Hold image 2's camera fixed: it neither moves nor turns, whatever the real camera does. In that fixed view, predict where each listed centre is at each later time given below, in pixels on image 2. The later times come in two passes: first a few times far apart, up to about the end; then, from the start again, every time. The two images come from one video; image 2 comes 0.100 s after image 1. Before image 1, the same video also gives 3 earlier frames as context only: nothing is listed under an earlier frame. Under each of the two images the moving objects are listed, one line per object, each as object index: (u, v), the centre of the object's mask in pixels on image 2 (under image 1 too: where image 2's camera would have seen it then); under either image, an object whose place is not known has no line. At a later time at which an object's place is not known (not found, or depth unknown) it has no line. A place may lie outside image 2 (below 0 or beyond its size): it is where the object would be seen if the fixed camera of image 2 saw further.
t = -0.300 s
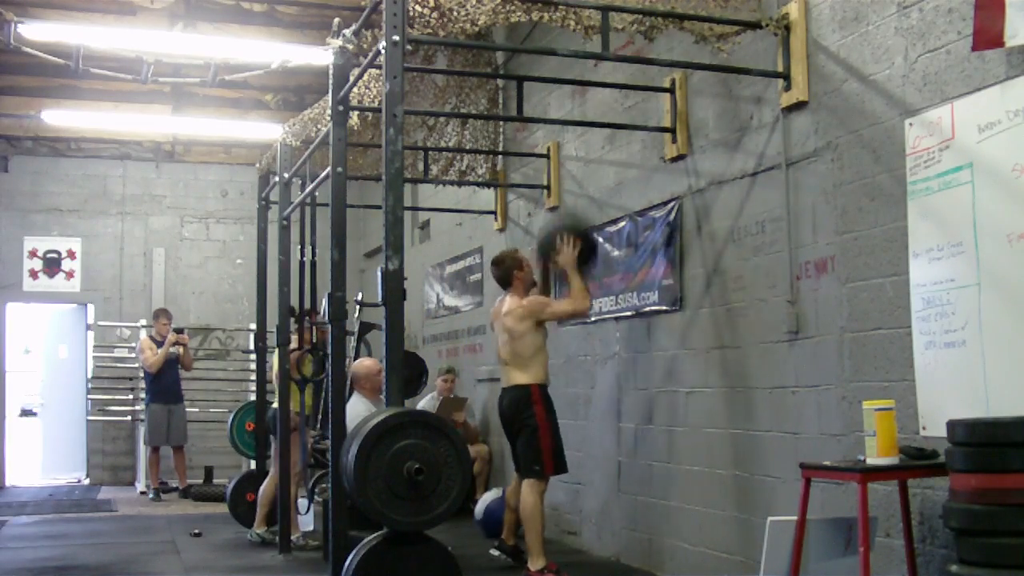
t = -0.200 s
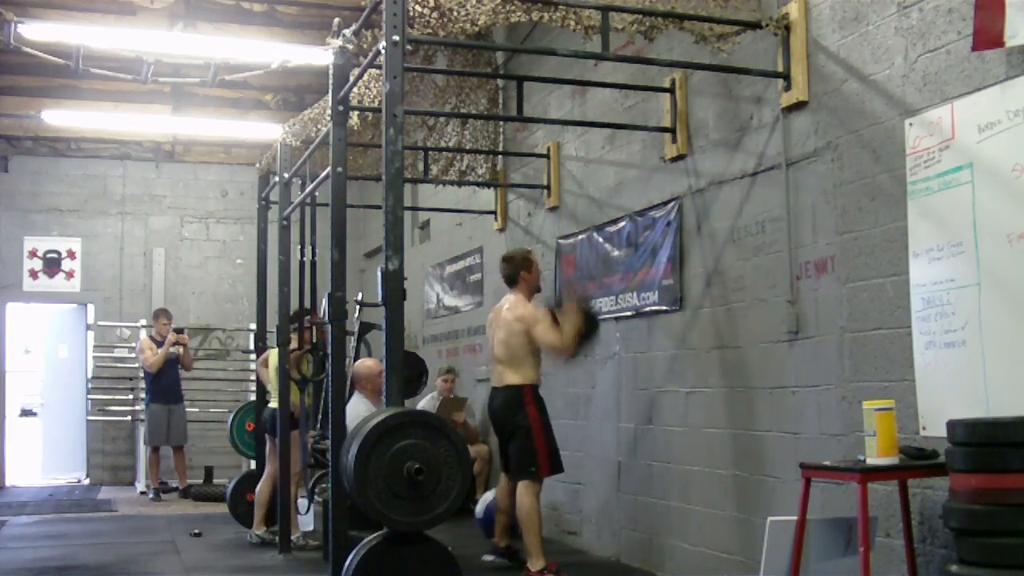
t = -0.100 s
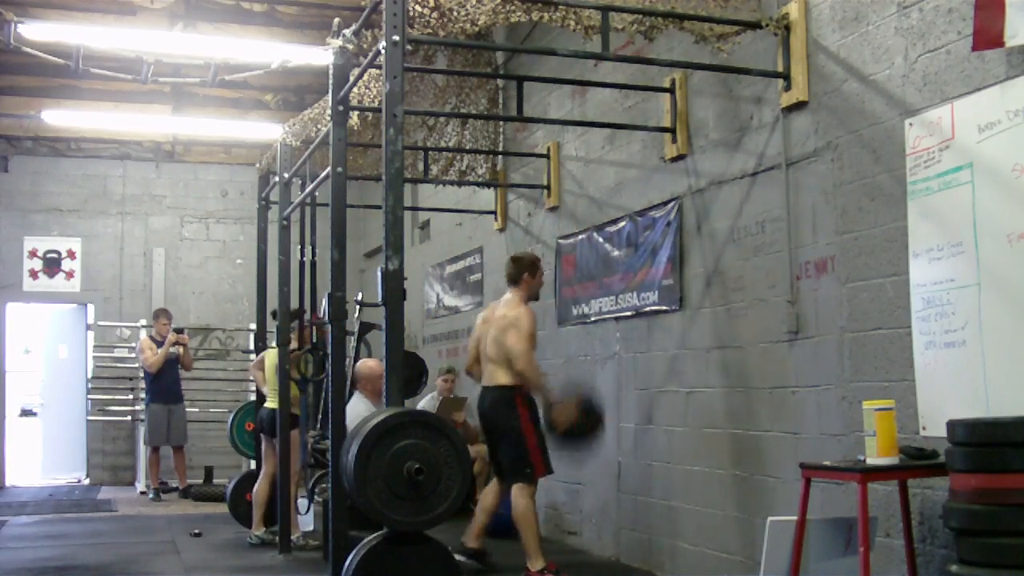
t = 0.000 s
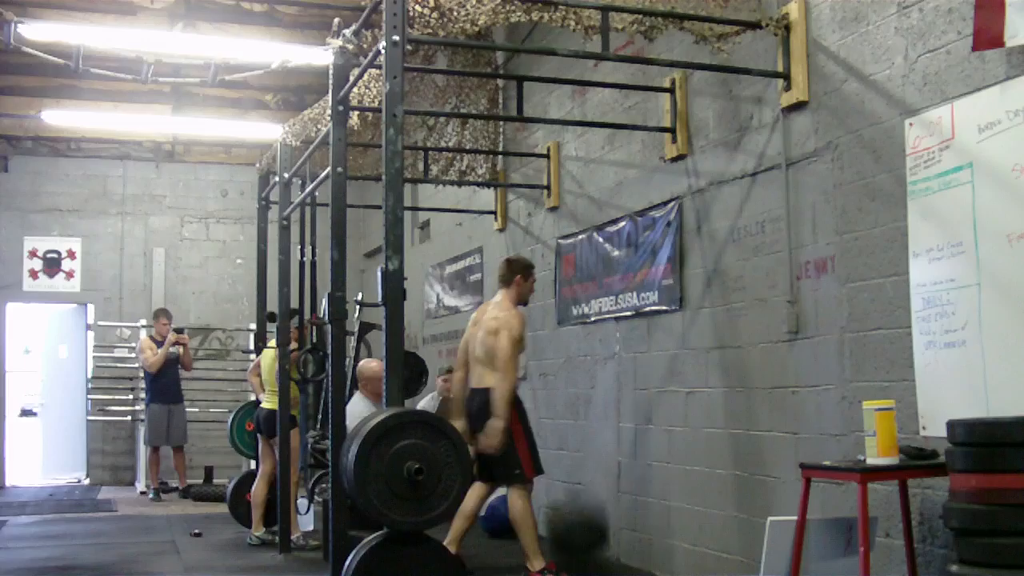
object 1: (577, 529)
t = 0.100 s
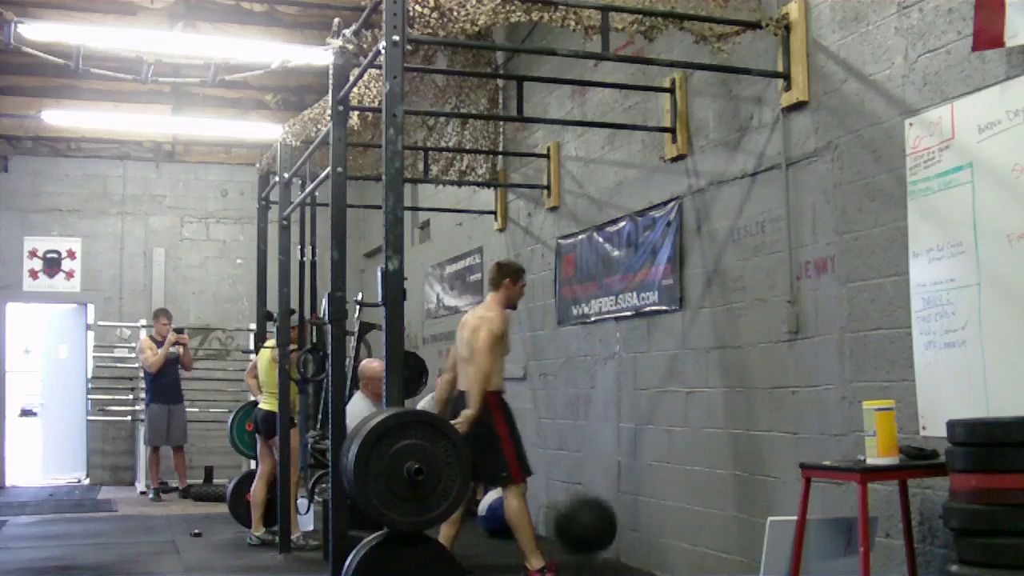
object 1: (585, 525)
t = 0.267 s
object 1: (596, 490)
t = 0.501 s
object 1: (611, 521)
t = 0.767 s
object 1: (621, 534)
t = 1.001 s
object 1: (617, 543)
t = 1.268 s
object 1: (614, 545)
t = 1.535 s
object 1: (614, 545)
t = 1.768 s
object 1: (616, 544)
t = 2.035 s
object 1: (616, 545)
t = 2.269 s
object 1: (616, 544)
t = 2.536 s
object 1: (616, 545)
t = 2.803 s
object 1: (616, 545)
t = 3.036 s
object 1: (616, 544)
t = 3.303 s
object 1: (616, 545)
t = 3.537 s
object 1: (616, 544)
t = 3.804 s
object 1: (616, 545)
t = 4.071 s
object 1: (616, 545)
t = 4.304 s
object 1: (616, 545)
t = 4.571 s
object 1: (616, 545)
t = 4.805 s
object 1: (616, 545)
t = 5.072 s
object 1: (616, 545)
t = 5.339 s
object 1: (616, 545)
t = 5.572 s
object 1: (616, 545)
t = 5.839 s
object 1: (616, 545)
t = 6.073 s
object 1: (616, 544)
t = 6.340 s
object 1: (616, 545)
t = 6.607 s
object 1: (616, 545)
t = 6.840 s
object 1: (616, 545)
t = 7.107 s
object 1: (616, 545)
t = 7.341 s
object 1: (616, 545)
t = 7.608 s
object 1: (616, 545)
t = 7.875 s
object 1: (616, 545)
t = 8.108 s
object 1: (616, 545)
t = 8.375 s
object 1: (616, 545)
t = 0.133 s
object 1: (588, 514)
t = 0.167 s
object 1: (590, 505)
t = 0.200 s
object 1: (592, 498)
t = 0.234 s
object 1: (594, 493)
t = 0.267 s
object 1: (596, 490)
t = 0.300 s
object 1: (598, 489)
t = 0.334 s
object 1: (600, 489)
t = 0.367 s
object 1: (602, 492)
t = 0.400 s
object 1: (604, 496)
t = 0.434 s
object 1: (607, 503)
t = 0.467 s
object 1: (609, 511)
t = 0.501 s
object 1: (611, 521)
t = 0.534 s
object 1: (613, 534)
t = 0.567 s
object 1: (616, 547)
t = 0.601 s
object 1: (618, 546)
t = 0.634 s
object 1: (619, 540)
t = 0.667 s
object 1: (621, 536)
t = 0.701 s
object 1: (622, 534)
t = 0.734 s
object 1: (622, 533)
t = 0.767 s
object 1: (621, 534)
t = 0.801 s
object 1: (620, 537)
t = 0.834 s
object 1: (620, 543)
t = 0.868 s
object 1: (619, 546)
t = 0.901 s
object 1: (618, 545)
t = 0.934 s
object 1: (618, 543)
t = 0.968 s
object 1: (617, 543)
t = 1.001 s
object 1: (617, 543)
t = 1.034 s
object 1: (616, 545)
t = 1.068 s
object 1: (616, 545)
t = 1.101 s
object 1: (615, 544)
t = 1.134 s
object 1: (615, 544)
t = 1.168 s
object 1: (615, 544)
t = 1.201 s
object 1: (614, 545)
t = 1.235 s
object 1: (614, 544)
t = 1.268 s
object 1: (614, 545)
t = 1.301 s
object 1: (614, 545)
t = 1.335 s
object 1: (614, 545)
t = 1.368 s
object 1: (614, 545)
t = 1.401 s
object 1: (614, 545)
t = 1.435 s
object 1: (614, 545)
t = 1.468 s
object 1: (614, 545)
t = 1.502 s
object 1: (614, 545)
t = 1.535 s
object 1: (614, 545)
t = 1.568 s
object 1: (614, 545)
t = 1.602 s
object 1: (615, 544)
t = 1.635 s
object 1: (615, 545)
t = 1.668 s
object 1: (615, 545)
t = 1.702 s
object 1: (615, 545)
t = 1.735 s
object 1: (615, 544)
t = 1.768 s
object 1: (616, 544)
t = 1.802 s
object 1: (616, 544)
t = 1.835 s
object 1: (616, 544)
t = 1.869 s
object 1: (616, 544)
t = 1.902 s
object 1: (616, 544)
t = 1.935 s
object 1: (616, 545)
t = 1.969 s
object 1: (616, 545)
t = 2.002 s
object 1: (616, 545)
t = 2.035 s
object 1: (616, 545)
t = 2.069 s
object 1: (616, 545)
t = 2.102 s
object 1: (616, 545)
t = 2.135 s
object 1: (616, 545)
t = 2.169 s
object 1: (616, 545)
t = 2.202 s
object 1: (616, 545)
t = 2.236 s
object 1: (616, 545)
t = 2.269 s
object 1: (616, 544)
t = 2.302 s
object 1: (616, 545)
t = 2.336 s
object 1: (616, 545)
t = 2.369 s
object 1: (616, 545)
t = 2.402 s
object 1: (616, 545)
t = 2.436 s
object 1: (616, 545)
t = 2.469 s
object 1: (616, 545)
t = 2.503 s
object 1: (616, 545)
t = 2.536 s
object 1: (616, 545)
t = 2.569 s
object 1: (616, 545)
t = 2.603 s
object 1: (616, 545)
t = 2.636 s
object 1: (616, 544)
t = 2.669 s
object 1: (616, 545)
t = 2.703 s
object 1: (616, 545)
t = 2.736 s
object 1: (616, 545)
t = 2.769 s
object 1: (616, 545)
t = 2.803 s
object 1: (616, 545)
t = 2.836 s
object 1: (616, 545)
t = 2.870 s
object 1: (616, 545)
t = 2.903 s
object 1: (616, 545)
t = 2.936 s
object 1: (616, 545)
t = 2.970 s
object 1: (616, 545)
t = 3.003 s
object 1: (616, 545)
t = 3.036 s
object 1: (616, 544)
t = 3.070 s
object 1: (616, 544)
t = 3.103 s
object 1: (616, 545)
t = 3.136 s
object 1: (616, 544)
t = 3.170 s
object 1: (616, 544)
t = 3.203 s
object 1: (616, 545)
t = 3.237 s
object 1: (616, 545)
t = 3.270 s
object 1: (616, 545)
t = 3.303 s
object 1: (616, 545)
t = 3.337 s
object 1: (616, 545)
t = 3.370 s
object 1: (616, 544)
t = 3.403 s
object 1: (616, 544)
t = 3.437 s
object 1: (616, 544)
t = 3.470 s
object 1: (616, 544)
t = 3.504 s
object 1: (616, 545)
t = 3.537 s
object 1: (616, 544)
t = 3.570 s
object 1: (616, 544)
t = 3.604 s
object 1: (616, 545)
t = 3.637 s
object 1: (616, 545)
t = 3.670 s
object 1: (616, 545)
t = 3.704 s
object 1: (616, 545)
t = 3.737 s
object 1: (616, 545)
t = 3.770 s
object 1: (616, 544)
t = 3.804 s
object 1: (616, 545)
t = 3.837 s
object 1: (616, 545)
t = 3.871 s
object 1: (616, 545)
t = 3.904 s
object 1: (616, 545)
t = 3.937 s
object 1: (616, 545)
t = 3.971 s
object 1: (616, 545)
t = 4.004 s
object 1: (616, 545)
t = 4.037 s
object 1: (616, 545)
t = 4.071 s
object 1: (616, 545)
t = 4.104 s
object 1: (616, 545)
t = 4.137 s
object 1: (616, 545)
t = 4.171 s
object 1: (616, 545)
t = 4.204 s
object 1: (616, 545)
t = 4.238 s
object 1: (616, 544)
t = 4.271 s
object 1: (616, 545)
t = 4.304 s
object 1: (616, 545)
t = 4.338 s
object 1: (616, 545)
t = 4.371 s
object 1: (616, 545)
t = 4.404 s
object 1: (616, 545)
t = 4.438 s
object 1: (616, 545)
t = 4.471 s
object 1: (616, 545)
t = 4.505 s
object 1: (616, 545)
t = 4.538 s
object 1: (616, 545)
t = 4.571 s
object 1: (616, 545)
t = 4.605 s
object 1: (616, 544)
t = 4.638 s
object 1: (616, 544)
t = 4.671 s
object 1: (616, 545)
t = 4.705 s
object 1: (616, 545)
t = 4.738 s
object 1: (616, 545)
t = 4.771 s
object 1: (616, 544)
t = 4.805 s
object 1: (616, 545)
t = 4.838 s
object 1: (616, 545)
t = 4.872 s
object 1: (616, 545)
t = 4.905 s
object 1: (616, 545)
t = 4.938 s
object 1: (616, 545)
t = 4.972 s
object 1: (616, 544)
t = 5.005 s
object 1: (616, 545)
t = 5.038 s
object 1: (616, 545)
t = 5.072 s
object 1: (616, 545)
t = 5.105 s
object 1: (616, 544)
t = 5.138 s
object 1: (616, 544)
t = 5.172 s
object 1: (616, 545)
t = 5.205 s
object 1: (616, 544)
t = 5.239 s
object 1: (616, 544)
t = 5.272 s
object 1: (616, 544)
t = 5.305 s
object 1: (616, 545)
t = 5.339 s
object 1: (616, 545)
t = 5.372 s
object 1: (616, 545)
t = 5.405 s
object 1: (616, 545)
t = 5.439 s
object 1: (616, 545)
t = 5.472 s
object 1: (616, 545)
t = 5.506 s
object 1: (616, 545)
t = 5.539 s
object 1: (616, 545)
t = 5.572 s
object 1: (616, 545)
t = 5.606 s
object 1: (616, 545)
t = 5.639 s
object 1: (616, 545)
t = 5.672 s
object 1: (616, 545)
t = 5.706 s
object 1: (616, 545)
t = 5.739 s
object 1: (616, 545)
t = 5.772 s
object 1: (616, 545)
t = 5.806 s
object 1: (616, 545)
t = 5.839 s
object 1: (616, 545)
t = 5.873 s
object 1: (616, 545)
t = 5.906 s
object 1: (616, 545)
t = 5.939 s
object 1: (616, 545)
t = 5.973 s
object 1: (616, 545)
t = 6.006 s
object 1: (616, 545)
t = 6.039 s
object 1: (616, 545)
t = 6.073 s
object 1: (616, 544)
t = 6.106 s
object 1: (616, 545)
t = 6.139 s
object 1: (616, 545)
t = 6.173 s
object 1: (616, 545)
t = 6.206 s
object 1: (616, 545)
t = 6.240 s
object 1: (616, 545)
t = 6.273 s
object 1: (616, 545)
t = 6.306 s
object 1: (616, 545)
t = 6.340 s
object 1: (616, 545)
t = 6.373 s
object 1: (616, 545)
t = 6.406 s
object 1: (616, 545)
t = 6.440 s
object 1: (616, 545)
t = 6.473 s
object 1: (616, 545)
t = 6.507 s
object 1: (616, 545)
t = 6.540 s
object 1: (616, 545)
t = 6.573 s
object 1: (616, 545)
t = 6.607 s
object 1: (616, 545)
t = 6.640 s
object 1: (616, 545)
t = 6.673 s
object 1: (616, 545)
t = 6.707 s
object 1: (616, 545)
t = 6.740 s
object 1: (616, 545)
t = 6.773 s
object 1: (616, 545)
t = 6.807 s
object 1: (616, 545)
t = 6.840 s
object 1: (616, 545)
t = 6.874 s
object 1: (616, 545)
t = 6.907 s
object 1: (616, 545)
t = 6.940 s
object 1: (616, 545)
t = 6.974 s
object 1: (616, 545)
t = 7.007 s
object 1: (616, 545)
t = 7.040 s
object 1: (616, 545)
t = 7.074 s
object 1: (616, 545)
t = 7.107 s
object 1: (616, 545)
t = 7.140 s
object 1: (616, 545)
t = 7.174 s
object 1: (616, 545)
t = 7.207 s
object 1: (616, 545)
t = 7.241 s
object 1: (616, 545)
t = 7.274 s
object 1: (616, 545)
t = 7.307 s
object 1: (616, 545)
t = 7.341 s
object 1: (616, 545)
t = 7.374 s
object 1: (616, 545)
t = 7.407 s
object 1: (616, 545)
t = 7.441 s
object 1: (616, 545)
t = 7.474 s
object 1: (616, 545)
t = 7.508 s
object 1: (616, 545)
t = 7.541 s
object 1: (616, 545)
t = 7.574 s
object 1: (616, 545)
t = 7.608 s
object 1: (616, 545)
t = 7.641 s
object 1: (616, 545)
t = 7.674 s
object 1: (616, 545)
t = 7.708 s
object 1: (616, 545)
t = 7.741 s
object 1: (616, 545)
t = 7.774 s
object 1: (616, 545)
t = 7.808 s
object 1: (616, 545)
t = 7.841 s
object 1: (616, 545)
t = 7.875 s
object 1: (616, 545)
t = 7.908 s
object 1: (616, 545)
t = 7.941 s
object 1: (616, 545)
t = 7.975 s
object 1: (616, 545)
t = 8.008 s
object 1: (616, 545)
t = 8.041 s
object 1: (616, 545)
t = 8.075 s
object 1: (616, 545)
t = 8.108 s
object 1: (616, 545)
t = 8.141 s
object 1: (616, 545)
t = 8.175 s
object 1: (616, 545)
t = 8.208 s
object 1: (616, 545)
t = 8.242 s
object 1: (616, 545)
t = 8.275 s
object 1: (616, 545)
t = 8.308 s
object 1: (616, 545)
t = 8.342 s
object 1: (616, 545)
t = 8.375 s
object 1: (616, 545)
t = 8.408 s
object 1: (616, 545)
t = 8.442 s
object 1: (616, 545)
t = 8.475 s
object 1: (616, 545)
